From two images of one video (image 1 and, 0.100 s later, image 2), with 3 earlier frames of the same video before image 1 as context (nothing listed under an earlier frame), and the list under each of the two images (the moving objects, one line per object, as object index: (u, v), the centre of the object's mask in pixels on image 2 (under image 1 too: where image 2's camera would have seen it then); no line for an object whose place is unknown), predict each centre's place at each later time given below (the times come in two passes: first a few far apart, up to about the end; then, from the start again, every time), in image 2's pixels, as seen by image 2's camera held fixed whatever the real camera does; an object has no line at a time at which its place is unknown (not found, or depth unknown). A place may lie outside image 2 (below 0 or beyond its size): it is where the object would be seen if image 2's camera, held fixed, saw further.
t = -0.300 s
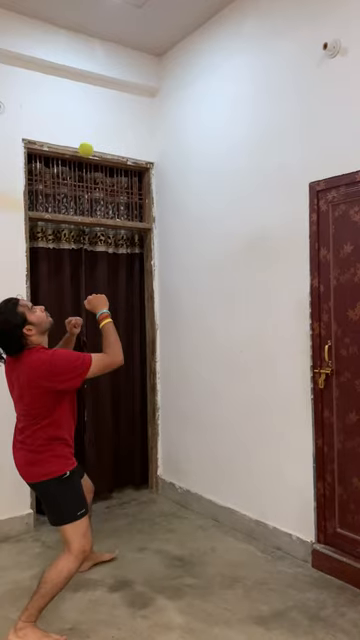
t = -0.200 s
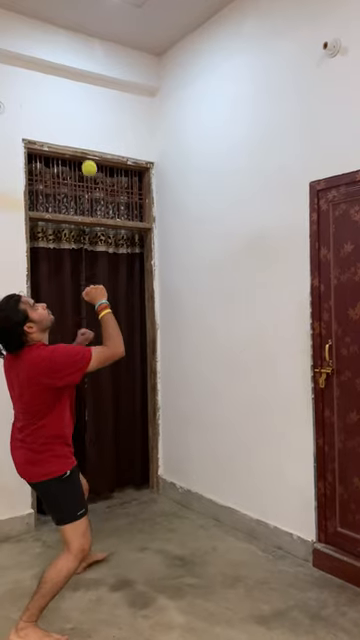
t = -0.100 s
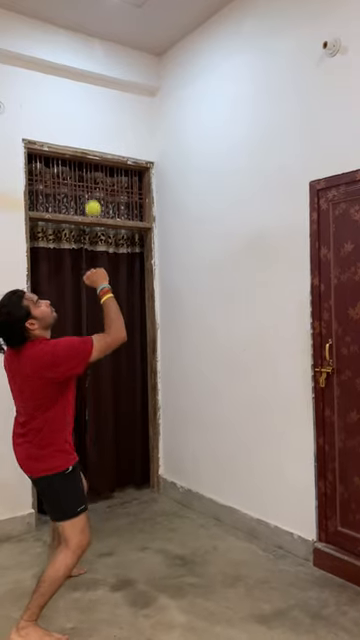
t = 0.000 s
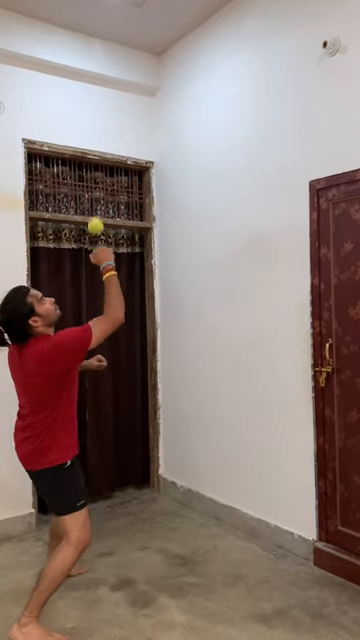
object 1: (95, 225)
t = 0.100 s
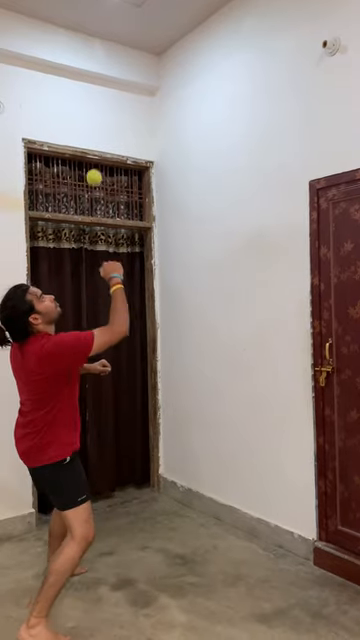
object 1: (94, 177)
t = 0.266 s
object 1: (93, 147)
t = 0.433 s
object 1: (94, 174)
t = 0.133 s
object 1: (94, 166)
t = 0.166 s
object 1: (94, 158)
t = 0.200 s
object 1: (93, 152)
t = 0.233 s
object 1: (93, 148)
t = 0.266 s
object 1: (93, 147)
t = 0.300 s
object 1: (93, 147)
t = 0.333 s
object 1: (94, 150)
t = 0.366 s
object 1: (94, 156)
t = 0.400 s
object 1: (94, 163)
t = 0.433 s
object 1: (94, 174)
